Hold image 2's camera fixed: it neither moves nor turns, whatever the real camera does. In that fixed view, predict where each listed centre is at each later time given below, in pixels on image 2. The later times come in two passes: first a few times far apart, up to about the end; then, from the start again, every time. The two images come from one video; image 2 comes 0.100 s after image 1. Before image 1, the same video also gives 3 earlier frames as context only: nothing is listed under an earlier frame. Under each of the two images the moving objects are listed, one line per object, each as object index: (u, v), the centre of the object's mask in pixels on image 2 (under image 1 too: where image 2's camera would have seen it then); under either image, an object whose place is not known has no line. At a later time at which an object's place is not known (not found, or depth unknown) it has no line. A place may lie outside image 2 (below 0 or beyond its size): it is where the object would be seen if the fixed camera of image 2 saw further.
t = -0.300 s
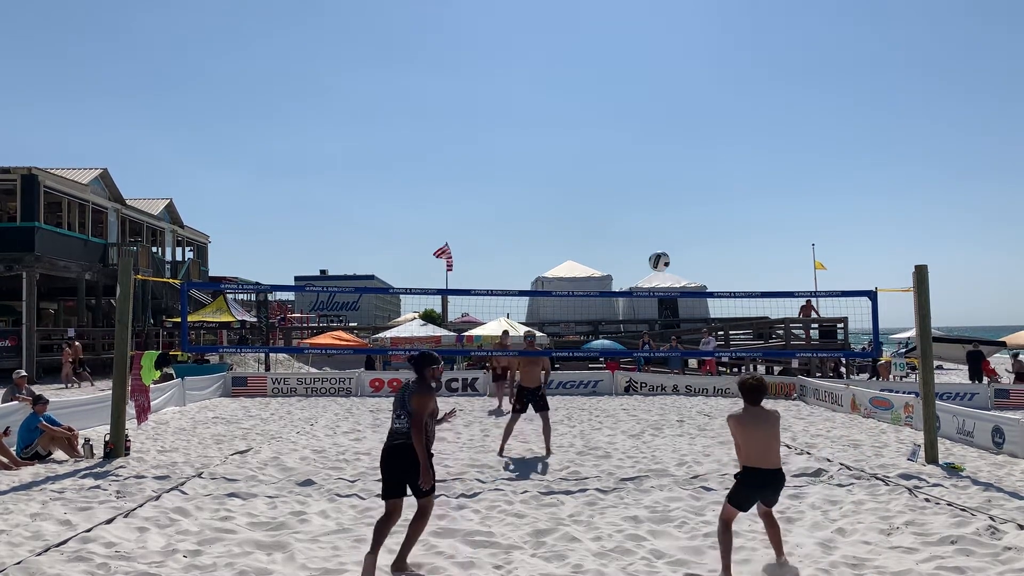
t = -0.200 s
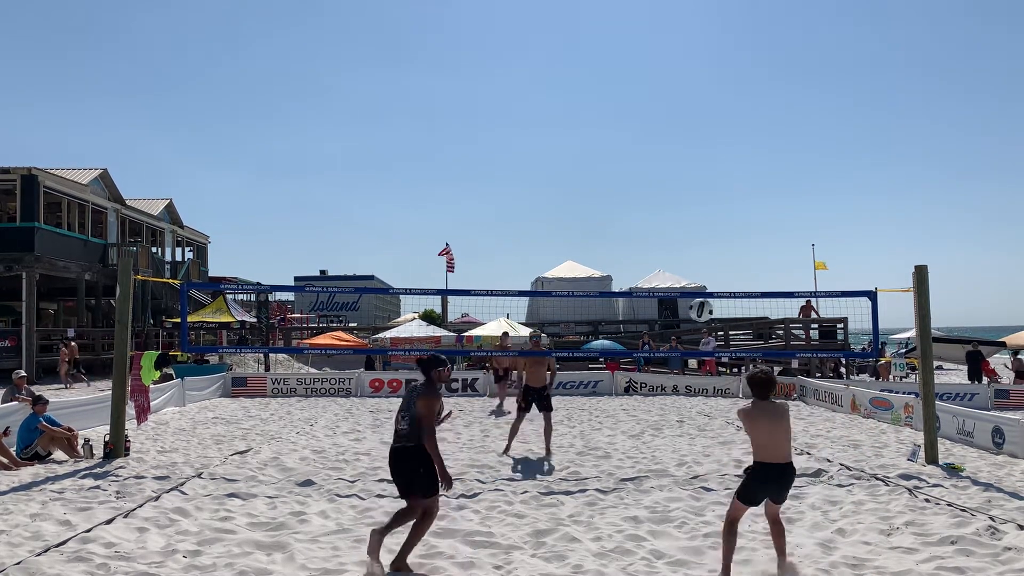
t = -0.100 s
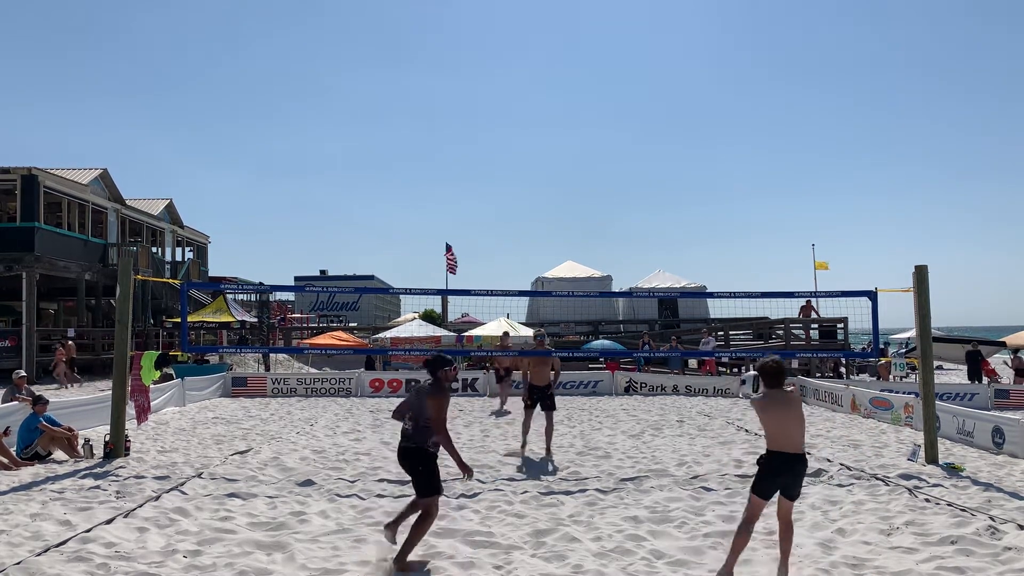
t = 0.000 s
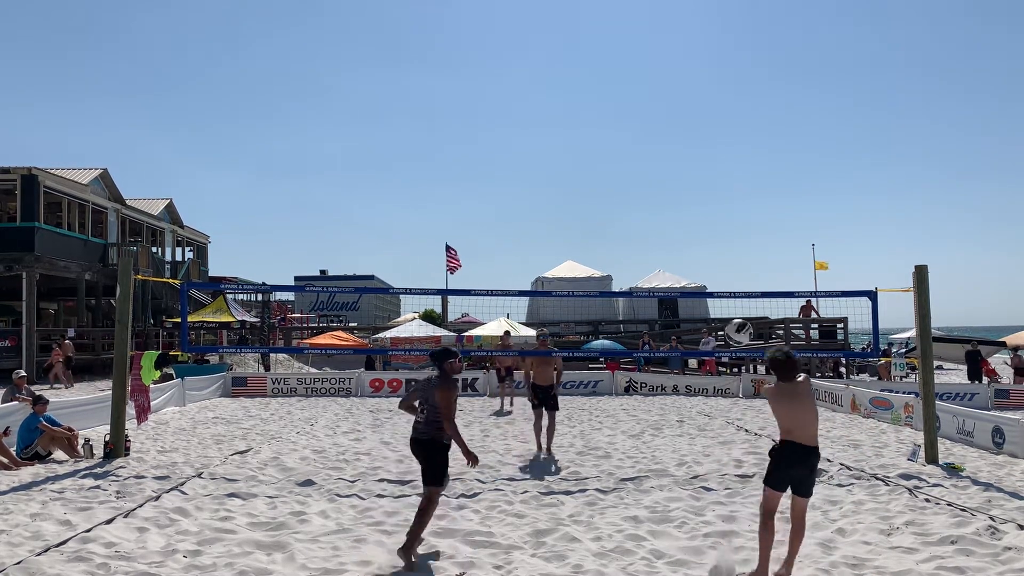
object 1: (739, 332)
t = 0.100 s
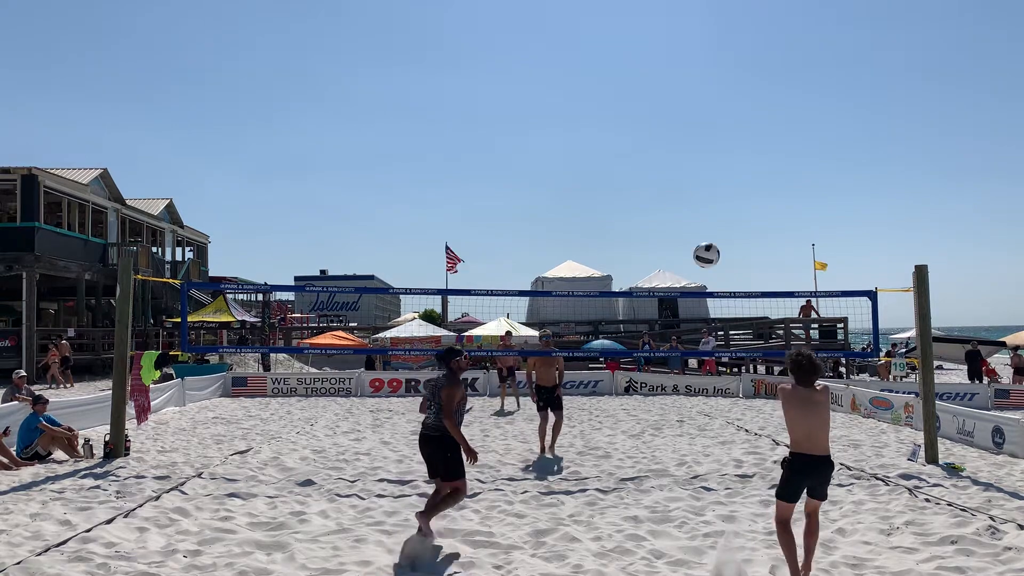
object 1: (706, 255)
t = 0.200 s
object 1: (678, 196)
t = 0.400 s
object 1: (629, 121)
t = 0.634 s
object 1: (581, 94)
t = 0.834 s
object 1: (546, 112)
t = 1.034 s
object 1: (516, 160)
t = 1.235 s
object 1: (491, 235)
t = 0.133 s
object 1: (696, 233)
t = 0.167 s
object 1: (687, 214)
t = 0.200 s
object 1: (678, 196)
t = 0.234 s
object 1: (669, 179)
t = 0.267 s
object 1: (660, 165)
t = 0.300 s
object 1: (652, 151)
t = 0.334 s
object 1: (644, 140)
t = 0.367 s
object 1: (636, 130)
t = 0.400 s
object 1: (629, 121)
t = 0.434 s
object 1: (622, 113)
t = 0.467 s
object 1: (614, 107)
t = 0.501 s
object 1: (607, 103)
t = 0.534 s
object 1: (601, 99)
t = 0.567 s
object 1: (594, 96)
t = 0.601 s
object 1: (587, 95)
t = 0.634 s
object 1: (581, 94)
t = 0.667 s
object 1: (575, 95)
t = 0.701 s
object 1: (569, 96)
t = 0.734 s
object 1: (563, 99)
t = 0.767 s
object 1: (557, 102)
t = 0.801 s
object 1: (552, 107)
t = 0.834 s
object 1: (546, 112)
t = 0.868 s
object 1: (541, 118)
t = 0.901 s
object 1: (536, 125)
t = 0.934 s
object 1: (531, 133)
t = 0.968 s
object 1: (526, 141)
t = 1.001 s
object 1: (521, 150)
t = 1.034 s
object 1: (516, 160)
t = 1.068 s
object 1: (512, 170)
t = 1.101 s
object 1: (508, 182)
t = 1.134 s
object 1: (503, 195)
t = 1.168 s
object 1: (499, 207)
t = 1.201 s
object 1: (495, 221)
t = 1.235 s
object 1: (491, 235)
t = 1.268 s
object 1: (487, 249)
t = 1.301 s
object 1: (484, 265)
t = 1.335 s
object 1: (480, 281)
